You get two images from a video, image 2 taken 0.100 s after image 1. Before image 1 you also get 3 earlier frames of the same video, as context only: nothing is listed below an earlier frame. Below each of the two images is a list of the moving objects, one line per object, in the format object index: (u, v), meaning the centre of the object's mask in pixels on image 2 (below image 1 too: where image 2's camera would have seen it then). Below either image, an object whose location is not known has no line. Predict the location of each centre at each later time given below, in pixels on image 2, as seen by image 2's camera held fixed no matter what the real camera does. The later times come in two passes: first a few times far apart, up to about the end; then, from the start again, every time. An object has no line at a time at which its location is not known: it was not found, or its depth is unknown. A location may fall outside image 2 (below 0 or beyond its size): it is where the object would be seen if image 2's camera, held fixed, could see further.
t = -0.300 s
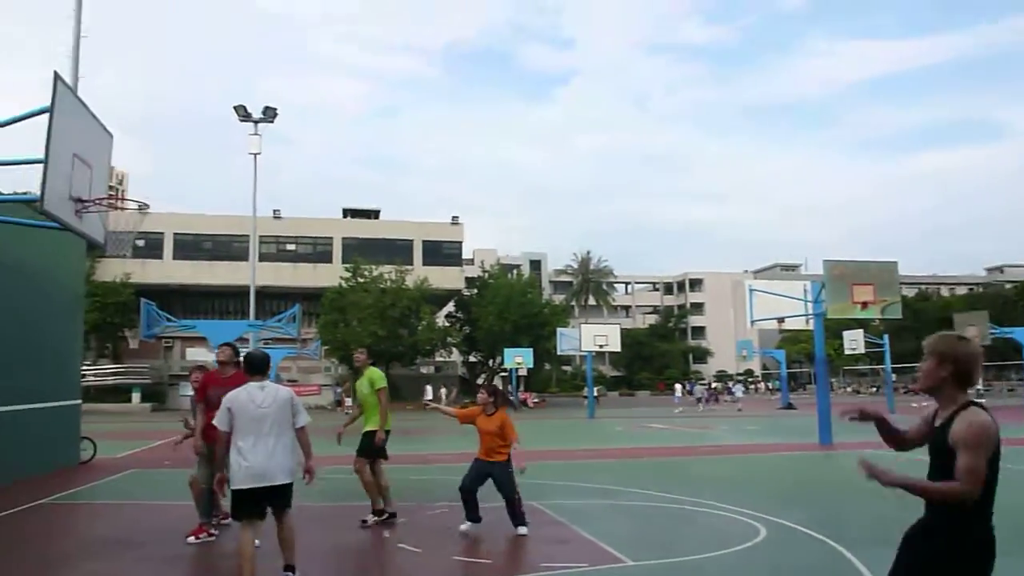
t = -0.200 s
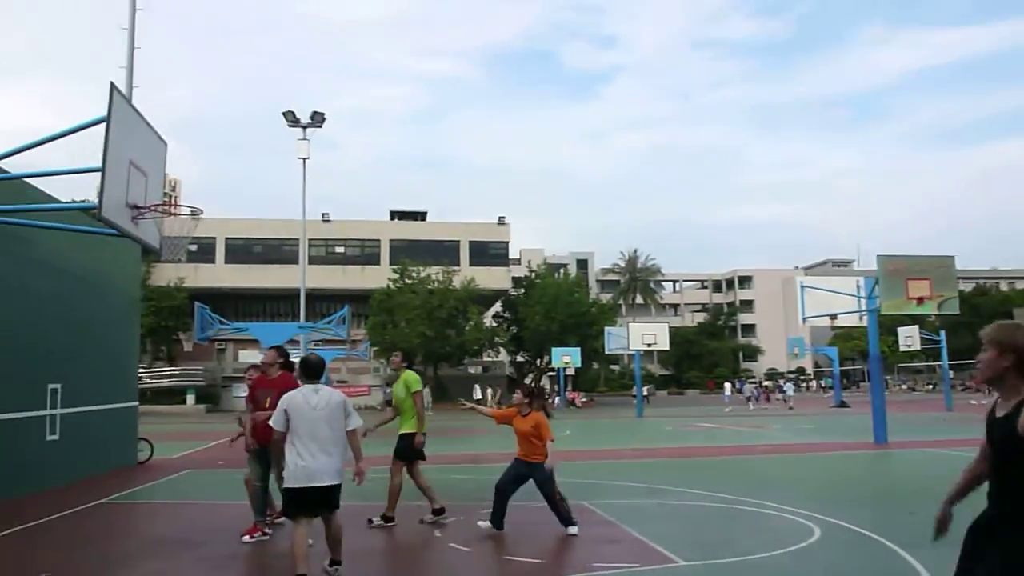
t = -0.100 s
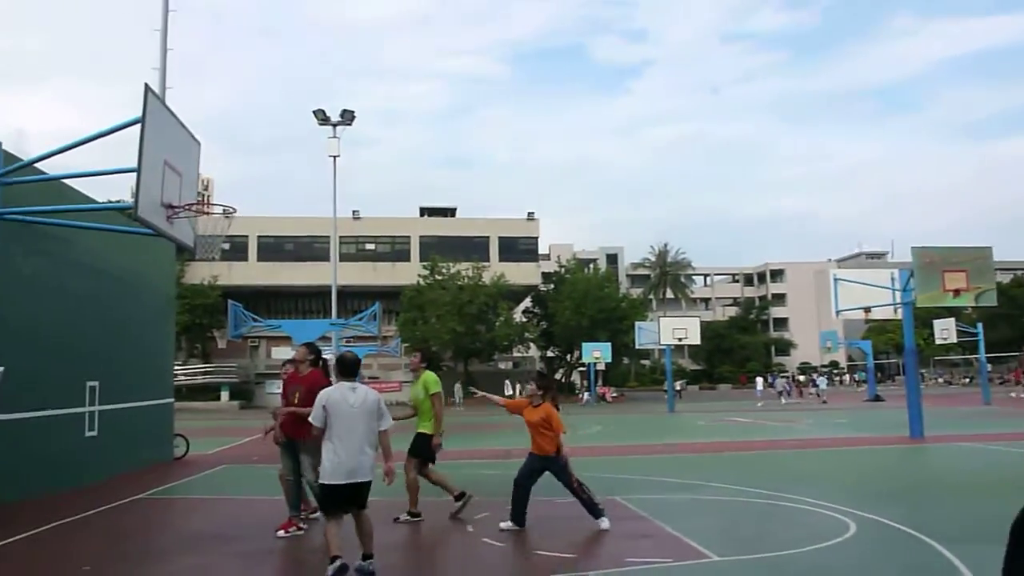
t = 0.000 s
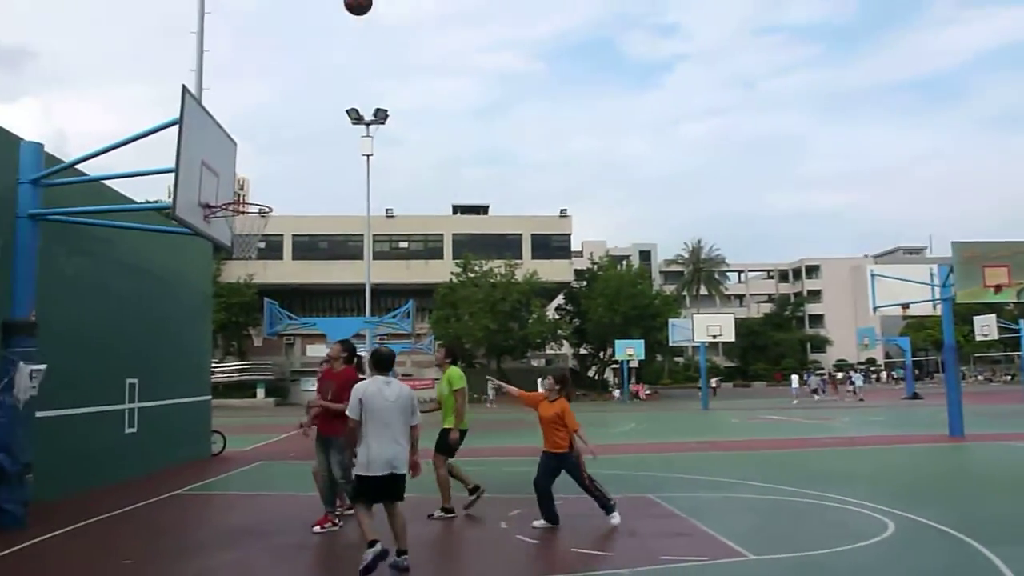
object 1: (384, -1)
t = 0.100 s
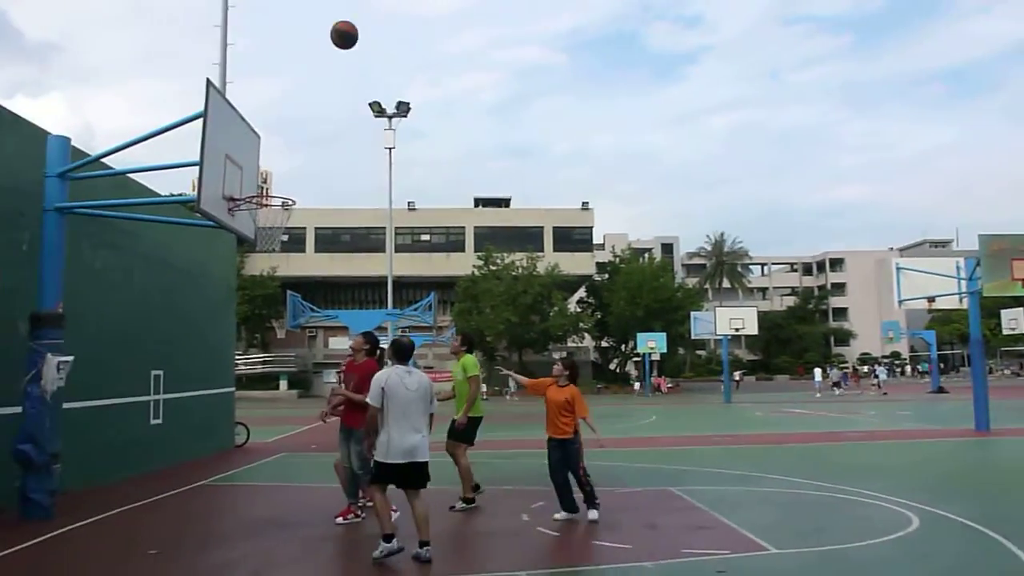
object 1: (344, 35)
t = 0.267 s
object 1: (291, 119)
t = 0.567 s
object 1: (304, 170)
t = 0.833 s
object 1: (384, 165)
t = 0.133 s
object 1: (333, 50)
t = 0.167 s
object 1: (322, 66)
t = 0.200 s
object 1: (311, 84)
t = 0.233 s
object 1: (301, 101)
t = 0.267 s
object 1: (291, 119)
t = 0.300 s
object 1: (282, 138)
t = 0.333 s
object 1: (272, 158)
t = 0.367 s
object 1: (263, 178)
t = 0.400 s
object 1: (258, 191)
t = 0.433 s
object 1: (262, 196)
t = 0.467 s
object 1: (271, 190)
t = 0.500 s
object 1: (283, 183)
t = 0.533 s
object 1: (293, 176)
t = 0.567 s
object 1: (304, 170)
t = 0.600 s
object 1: (314, 166)
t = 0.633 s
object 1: (324, 163)
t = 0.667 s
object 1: (334, 160)
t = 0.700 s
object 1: (344, 159)
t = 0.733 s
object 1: (354, 159)
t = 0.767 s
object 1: (365, 160)
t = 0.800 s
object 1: (374, 162)
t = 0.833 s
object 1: (384, 165)
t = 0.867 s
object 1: (394, 168)
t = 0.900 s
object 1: (404, 173)
